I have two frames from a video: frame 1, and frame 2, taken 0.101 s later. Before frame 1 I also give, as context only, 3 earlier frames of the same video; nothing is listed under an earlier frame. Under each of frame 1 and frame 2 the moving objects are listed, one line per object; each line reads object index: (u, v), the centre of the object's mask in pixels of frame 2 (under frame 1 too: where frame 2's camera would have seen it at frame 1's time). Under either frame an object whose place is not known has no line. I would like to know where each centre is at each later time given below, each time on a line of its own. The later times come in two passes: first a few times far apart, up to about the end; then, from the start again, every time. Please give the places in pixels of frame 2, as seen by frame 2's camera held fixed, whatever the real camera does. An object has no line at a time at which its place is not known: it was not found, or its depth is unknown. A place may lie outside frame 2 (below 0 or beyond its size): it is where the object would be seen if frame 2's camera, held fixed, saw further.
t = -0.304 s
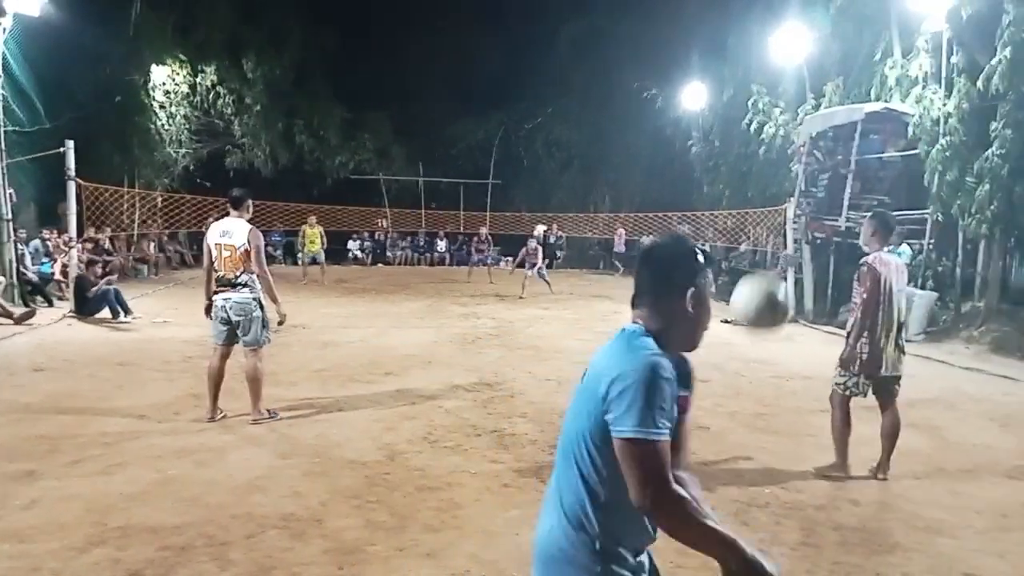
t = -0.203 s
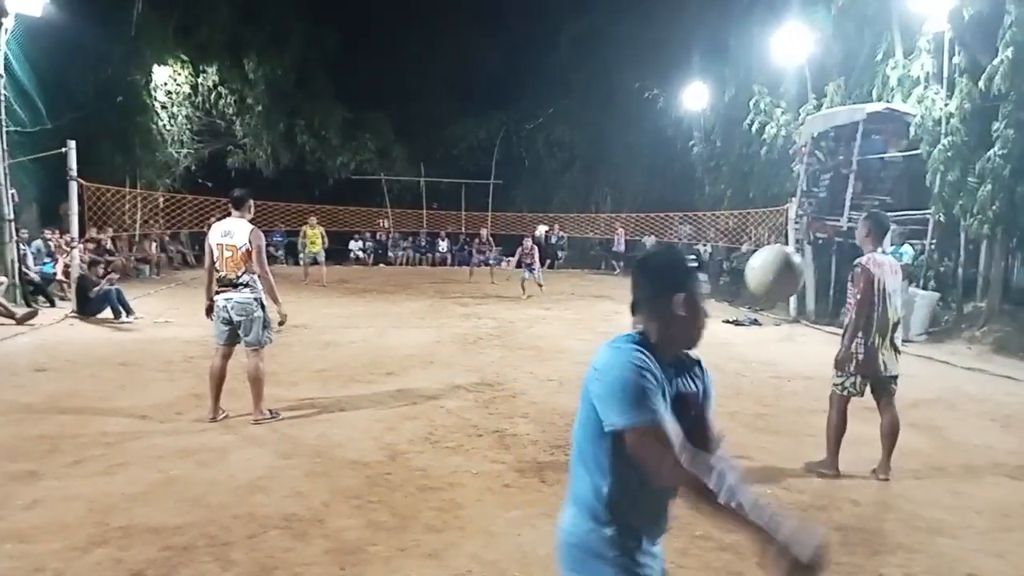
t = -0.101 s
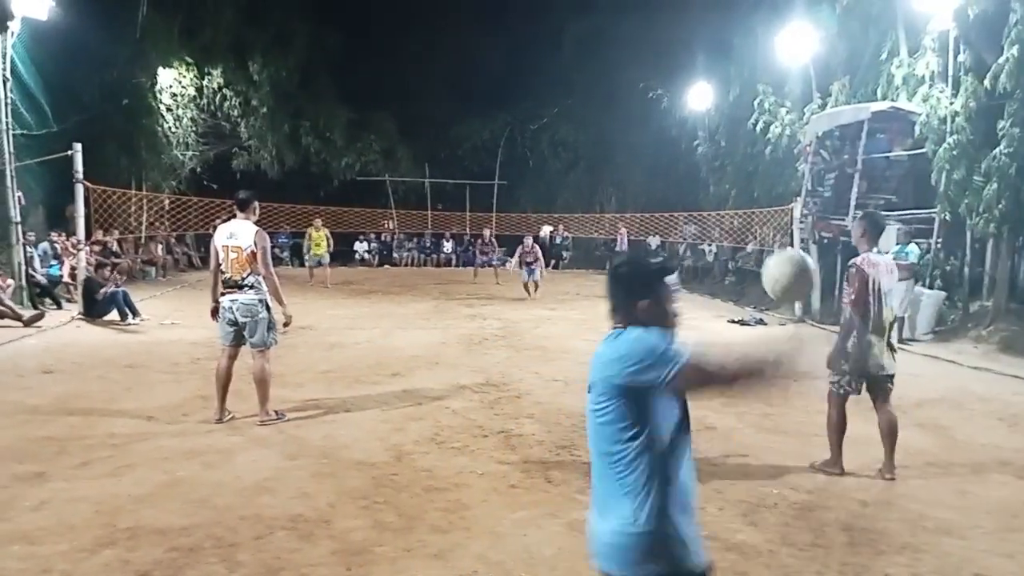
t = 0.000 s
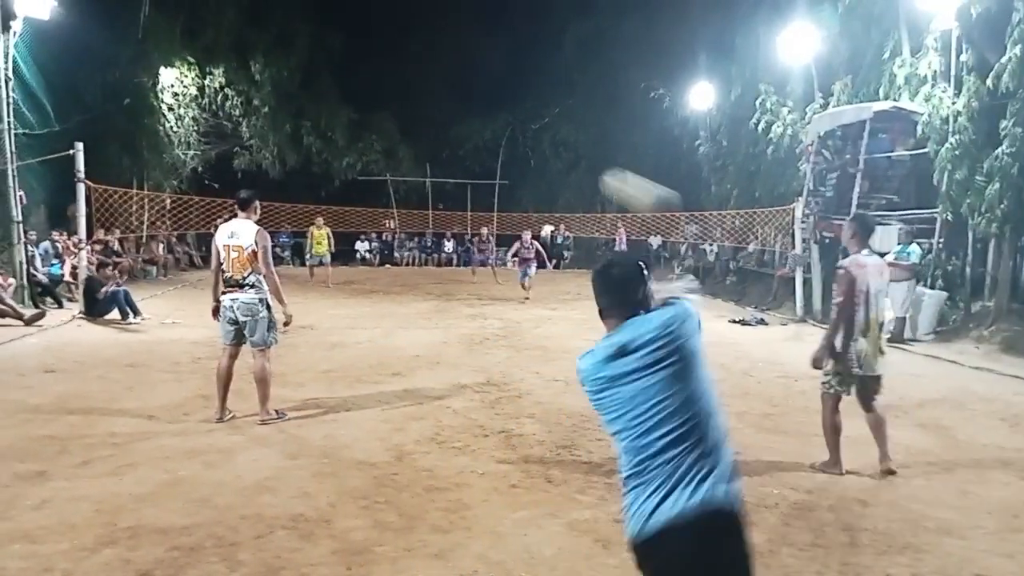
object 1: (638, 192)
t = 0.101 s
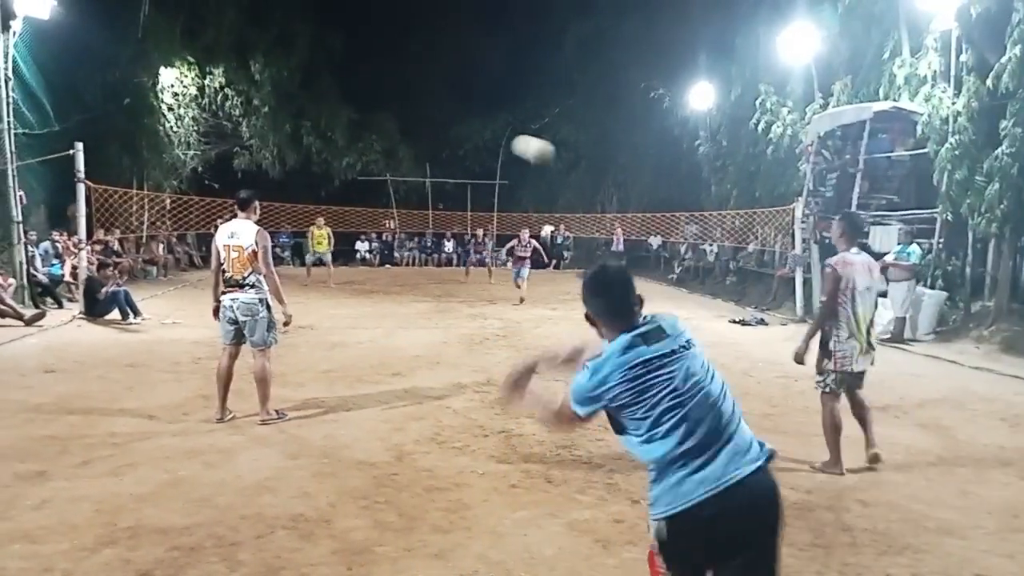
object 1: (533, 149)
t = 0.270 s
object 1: (458, 135)
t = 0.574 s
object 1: (413, 171)
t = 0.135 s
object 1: (511, 143)
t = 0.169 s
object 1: (494, 138)
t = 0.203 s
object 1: (480, 136)
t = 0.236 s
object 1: (468, 135)
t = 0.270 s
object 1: (458, 135)
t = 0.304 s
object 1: (449, 136)
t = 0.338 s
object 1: (442, 138)
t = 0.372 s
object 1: (436, 141)
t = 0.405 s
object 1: (430, 145)
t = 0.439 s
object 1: (426, 149)
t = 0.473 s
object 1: (422, 154)
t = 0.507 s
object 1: (419, 160)
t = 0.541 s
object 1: (416, 165)
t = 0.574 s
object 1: (413, 171)
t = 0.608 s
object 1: (411, 179)
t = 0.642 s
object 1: (408, 185)
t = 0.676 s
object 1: (406, 193)
